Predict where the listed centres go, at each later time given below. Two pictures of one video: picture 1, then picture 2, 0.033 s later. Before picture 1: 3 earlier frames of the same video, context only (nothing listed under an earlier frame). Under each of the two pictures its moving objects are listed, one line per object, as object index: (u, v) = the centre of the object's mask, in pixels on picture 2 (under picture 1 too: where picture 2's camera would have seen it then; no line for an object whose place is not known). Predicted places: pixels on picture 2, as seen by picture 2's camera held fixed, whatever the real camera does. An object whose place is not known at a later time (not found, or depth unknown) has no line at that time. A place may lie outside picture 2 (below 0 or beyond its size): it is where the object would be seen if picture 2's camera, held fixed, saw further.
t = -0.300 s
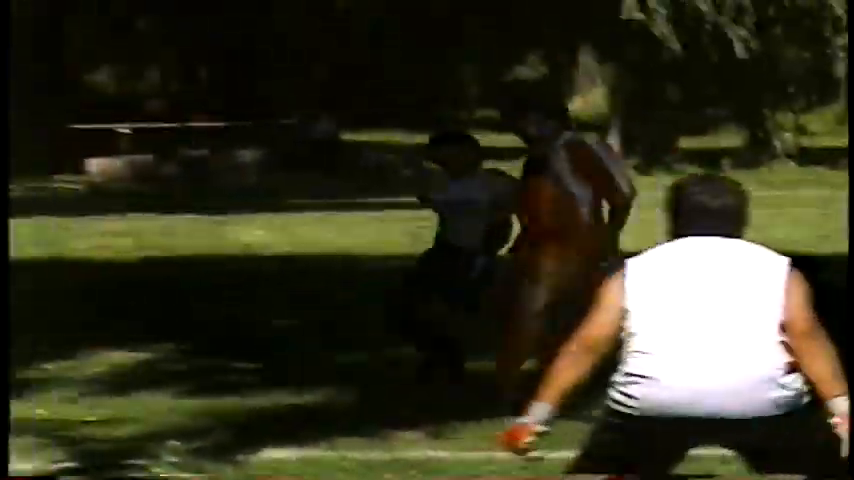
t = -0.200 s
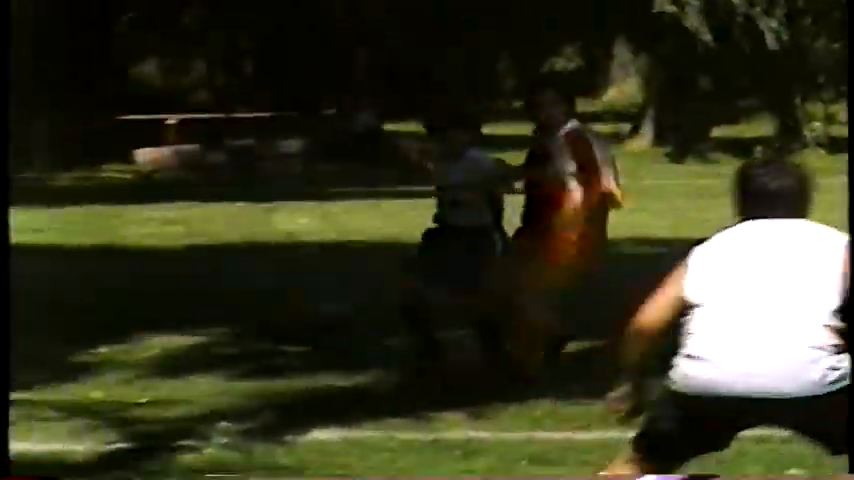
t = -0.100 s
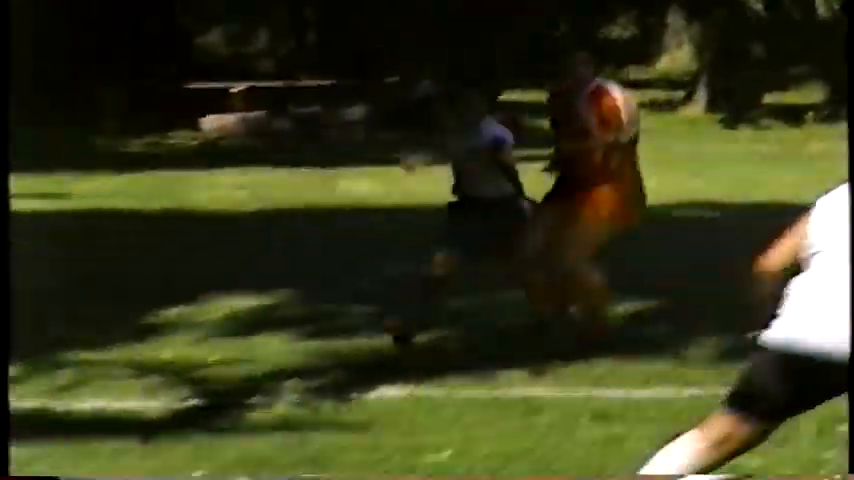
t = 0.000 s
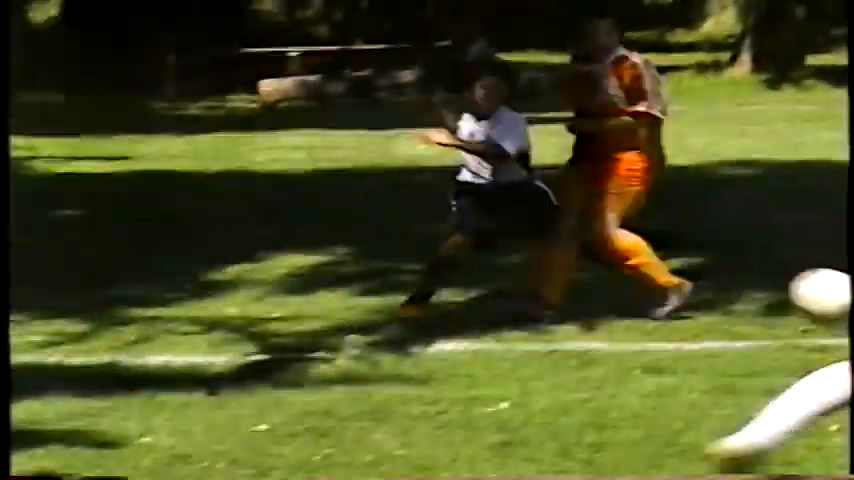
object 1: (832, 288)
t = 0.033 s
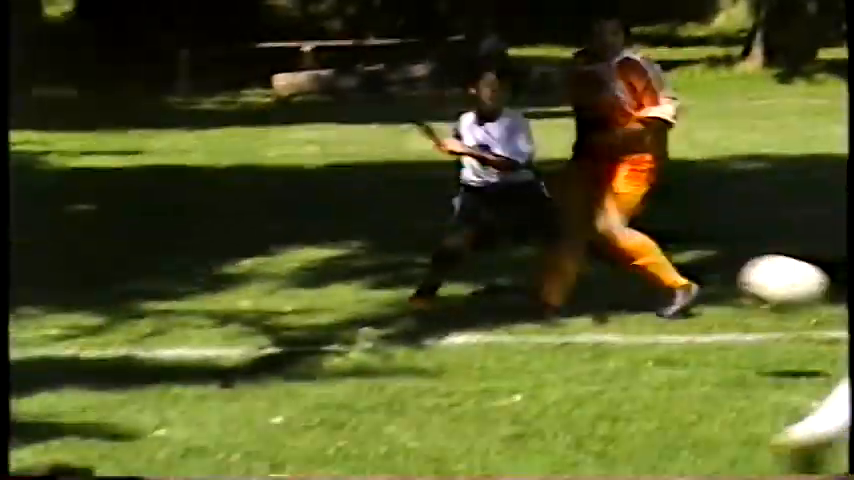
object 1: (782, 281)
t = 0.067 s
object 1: (725, 280)
